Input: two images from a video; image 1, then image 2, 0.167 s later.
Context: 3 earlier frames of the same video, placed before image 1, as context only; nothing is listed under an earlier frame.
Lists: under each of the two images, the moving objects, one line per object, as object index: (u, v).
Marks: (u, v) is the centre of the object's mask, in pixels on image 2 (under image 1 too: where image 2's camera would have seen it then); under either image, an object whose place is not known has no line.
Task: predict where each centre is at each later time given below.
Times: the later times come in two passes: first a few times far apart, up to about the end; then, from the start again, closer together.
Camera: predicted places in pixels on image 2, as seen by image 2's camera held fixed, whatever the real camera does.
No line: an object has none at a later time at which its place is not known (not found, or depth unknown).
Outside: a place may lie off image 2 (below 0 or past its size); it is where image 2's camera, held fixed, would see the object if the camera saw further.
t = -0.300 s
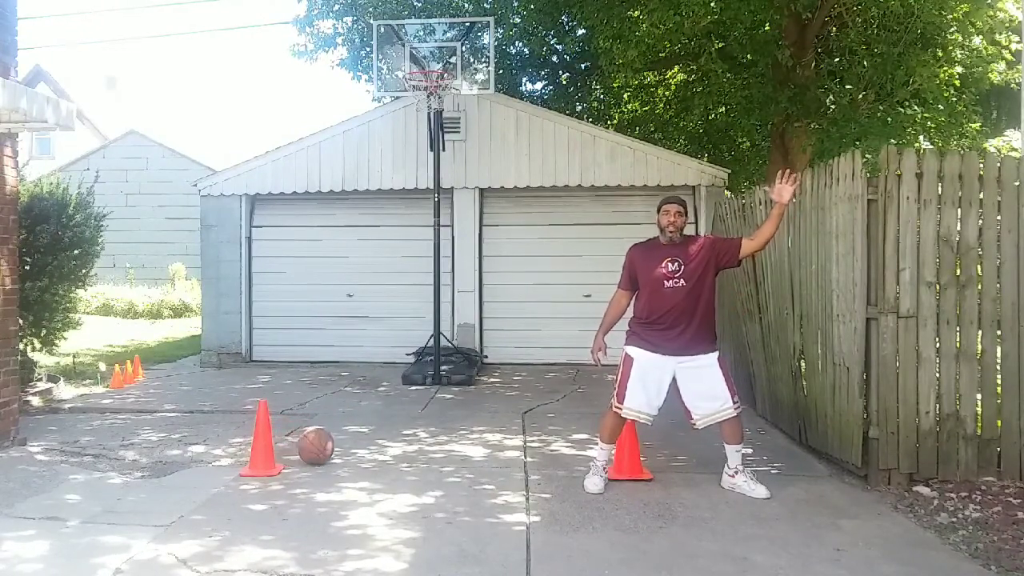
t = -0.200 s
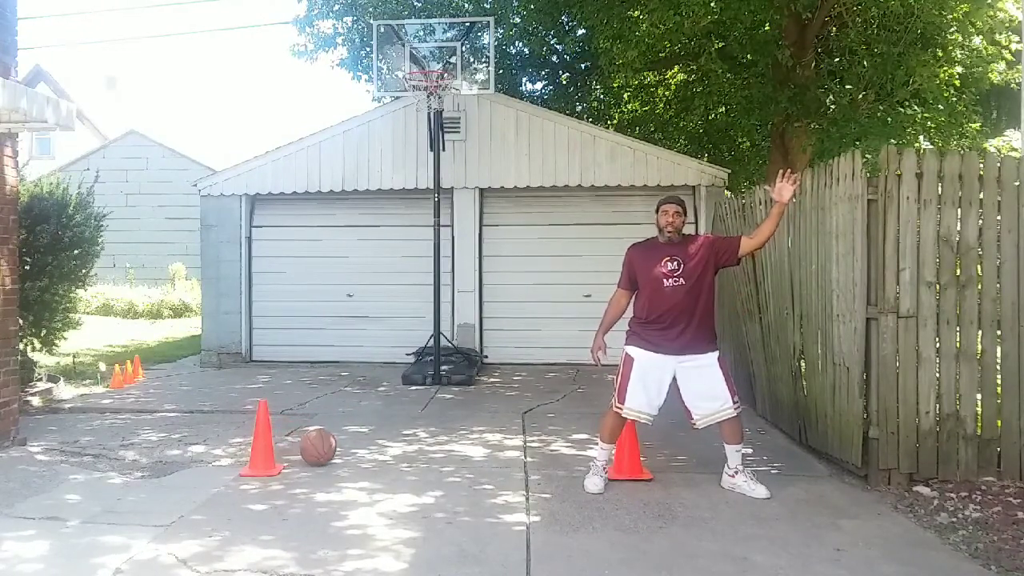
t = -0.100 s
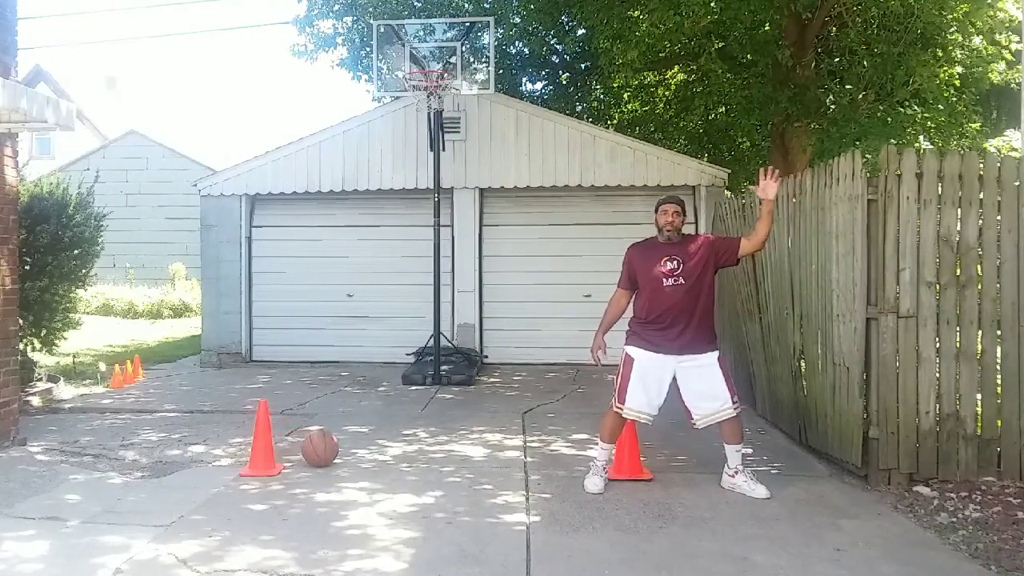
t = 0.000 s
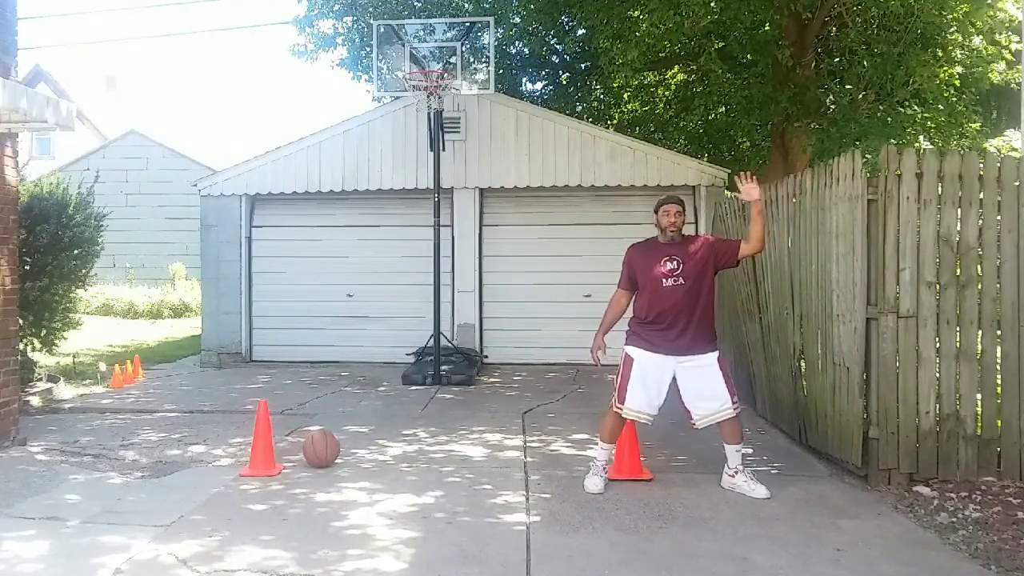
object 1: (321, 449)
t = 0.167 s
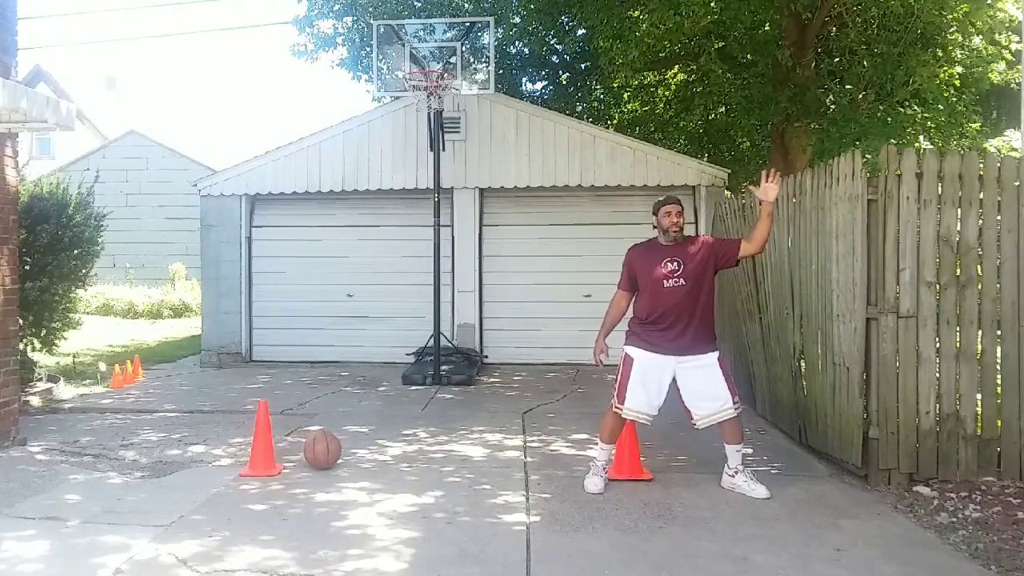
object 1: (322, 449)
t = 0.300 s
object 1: (322, 450)
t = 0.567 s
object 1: (323, 454)
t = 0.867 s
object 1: (322, 457)
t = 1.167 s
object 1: (320, 461)
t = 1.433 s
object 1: (319, 464)
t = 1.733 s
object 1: (318, 469)
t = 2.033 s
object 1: (316, 475)
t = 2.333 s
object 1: (310, 481)
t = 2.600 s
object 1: (303, 487)
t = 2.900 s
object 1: (294, 495)
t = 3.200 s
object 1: (286, 503)
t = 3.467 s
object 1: (275, 510)
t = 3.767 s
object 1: (260, 521)
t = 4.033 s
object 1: (244, 531)
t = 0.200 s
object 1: (322, 450)
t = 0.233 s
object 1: (322, 450)
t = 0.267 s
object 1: (322, 450)
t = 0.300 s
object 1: (322, 450)
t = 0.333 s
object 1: (322, 451)
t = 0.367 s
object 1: (322, 451)
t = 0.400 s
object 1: (322, 452)
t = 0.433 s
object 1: (322, 453)
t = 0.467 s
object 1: (323, 453)
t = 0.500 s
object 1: (323, 454)
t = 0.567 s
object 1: (323, 454)
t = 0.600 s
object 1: (323, 455)
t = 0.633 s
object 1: (323, 455)
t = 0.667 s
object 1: (323, 455)
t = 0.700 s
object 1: (323, 455)
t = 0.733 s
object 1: (323, 456)
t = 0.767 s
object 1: (322, 456)
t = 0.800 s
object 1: (322, 457)
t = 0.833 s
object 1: (322, 457)
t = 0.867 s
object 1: (322, 457)
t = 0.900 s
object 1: (322, 458)
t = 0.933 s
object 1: (322, 458)
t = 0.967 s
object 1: (321, 458)
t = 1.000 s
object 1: (321, 459)
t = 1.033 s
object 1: (321, 459)
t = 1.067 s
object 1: (321, 460)
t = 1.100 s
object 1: (321, 460)
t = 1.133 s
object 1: (320, 460)
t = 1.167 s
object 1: (320, 461)
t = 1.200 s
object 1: (320, 461)
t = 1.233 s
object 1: (320, 462)
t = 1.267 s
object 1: (320, 462)
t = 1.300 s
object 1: (320, 462)
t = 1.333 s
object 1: (320, 463)
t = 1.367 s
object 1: (319, 463)
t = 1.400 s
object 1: (319, 463)
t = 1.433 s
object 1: (319, 464)
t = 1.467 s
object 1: (319, 465)
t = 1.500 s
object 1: (319, 465)
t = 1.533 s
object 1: (319, 466)
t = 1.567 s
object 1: (319, 466)
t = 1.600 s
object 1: (318, 467)
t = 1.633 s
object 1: (318, 468)
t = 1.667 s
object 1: (318, 468)
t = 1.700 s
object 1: (318, 468)
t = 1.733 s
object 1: (318, 469)
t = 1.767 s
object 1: (318, 470)
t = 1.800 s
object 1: (318, 470)
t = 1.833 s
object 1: (317, 471)
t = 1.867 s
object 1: (317, 472)
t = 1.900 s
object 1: (317, 472)
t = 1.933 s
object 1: (317, 473)
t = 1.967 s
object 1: (317, 473)
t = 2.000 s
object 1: (316, 474)
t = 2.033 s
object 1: (316, 475)
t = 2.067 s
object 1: (315, 475)
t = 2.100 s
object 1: (315, 476)
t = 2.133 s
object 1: (314, 476)
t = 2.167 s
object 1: (313, 477)
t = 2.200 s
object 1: (313, 478)
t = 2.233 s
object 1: (312, 478)
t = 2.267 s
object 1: (312, 479)
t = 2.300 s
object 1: (311, 479)
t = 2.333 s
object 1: (310, 481)
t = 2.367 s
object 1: (310, 482)
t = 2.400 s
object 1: (309, 482)
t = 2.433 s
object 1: (308, 483)
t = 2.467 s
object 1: (307, 484)
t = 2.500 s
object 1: (306, 485)
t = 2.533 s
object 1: (305, 486)
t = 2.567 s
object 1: (304, 487)
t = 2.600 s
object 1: (303, 487)
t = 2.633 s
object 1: (302, 488)
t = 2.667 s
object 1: (301, 489)
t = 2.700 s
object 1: (300, 489)
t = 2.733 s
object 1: (299, 490)
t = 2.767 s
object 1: (298, 491)
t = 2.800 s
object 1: (297, 492)
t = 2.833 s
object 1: (296, 493)
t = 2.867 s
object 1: (295, 494)
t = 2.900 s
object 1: (294, 495)
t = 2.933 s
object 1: (294, 495)
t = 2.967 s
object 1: (293, 496)
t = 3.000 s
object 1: (292, 497)
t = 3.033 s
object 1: (291, 498)
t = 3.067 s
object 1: (290, 499)
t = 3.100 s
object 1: (289, 500)
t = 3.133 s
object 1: (288, 501)
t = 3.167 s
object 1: (287, 502)
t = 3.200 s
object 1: (286, 503)
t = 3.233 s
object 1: (285, 504)
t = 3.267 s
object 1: (284, 504)
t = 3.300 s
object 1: (282, 506)
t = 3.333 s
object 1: (281, 506)
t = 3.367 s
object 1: (279, 508)
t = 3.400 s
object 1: (278, 509)
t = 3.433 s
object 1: (277, 510)
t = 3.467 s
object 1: (275, 510)
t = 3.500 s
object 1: (274, 512)
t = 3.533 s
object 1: (272, 513)
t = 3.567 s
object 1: (270, 514)
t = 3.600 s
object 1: (269, 515)
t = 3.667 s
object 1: (265, 518)
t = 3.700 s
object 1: (263, 518)
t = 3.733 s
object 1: (262, 520)
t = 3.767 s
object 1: (260, 521)
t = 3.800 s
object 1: (258, 522)
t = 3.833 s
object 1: (256, 523)
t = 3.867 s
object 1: (254, 524)
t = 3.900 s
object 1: (252, 526)
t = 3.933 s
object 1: (250, 527)
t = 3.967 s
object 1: (248, 529)
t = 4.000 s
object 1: (246, 530)
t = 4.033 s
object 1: (244, 531)
